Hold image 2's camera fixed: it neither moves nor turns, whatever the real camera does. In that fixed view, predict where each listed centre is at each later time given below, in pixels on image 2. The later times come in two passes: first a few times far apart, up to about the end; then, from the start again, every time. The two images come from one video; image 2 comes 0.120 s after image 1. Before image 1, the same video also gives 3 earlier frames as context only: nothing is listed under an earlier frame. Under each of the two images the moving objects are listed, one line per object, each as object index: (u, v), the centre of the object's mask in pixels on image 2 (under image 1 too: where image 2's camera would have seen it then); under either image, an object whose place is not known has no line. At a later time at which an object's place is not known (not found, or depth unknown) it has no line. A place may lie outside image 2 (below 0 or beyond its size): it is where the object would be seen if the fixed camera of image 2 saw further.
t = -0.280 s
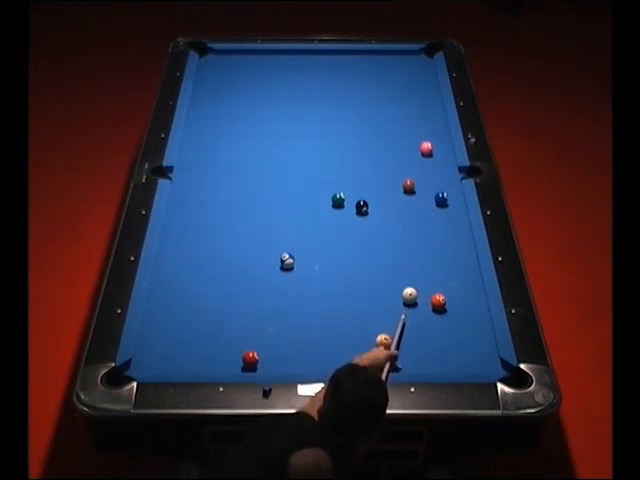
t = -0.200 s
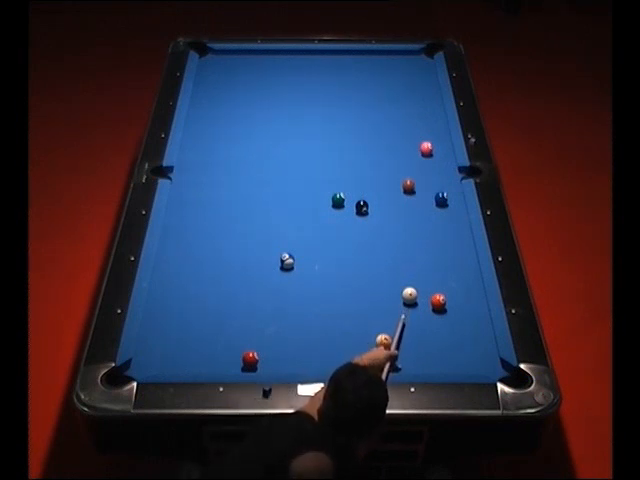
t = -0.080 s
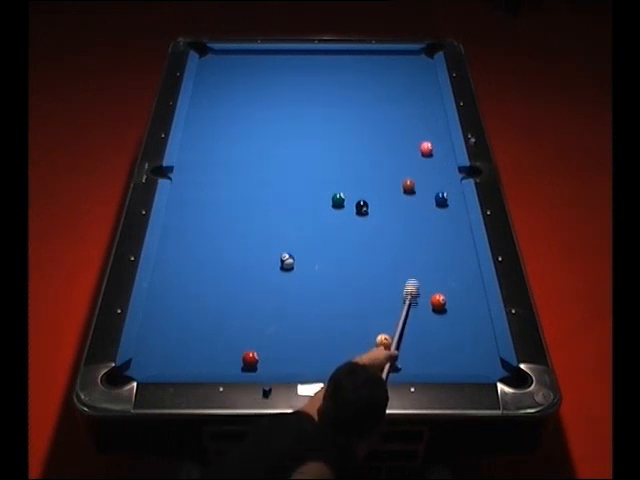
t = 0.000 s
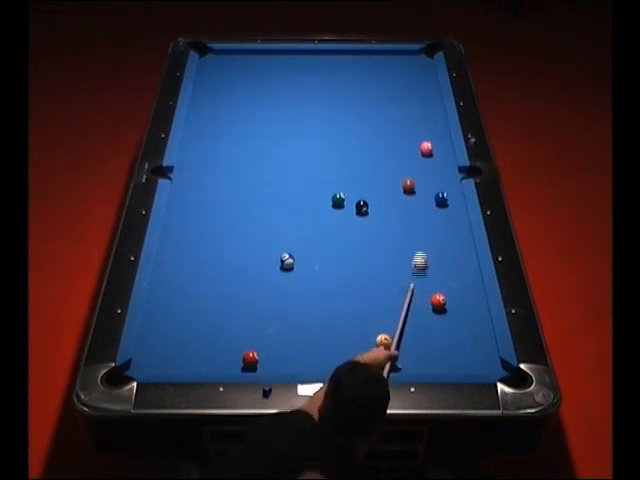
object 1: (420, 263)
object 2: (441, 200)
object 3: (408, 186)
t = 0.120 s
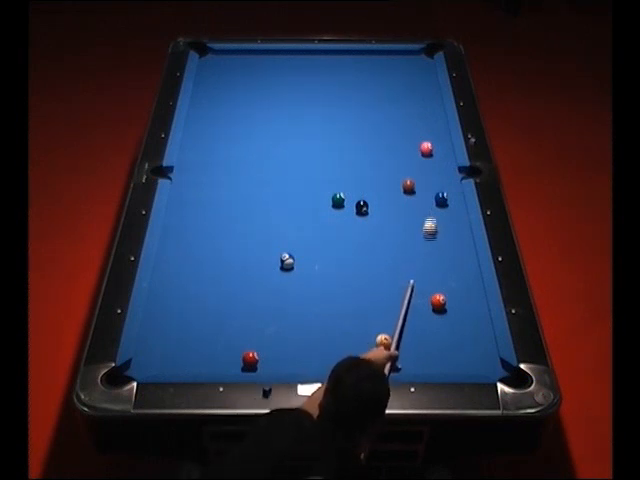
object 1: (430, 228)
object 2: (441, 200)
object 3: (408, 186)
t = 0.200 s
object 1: (435, 208)
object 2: (442, 198)
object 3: (408, 186)
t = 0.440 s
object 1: (427, 198)
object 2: (458, 175)
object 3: (408, 185)
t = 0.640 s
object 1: (420, 192)
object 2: (450, 175)
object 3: (408, 185)
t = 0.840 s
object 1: (416, 190)
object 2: (440, 169)
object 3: (405, 183)
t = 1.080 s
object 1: (415, 189)
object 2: (429, 163)
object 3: (402, 180)
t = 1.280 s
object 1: (414, 189)
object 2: (420, 159)
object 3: (400, 178)
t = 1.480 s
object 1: (414, 189)
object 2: (412, 154)
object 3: (398, 177)
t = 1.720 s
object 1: (414, 189)
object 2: (403, 149)
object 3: (395, 174)
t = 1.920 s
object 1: (414, 189)
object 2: (396, 146)
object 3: (393, 172)
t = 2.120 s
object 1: (414, 189)
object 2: (389, 142)
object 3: (392, 171)
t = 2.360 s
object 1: (414, 188)
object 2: (382, 139)
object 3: (392, 171)
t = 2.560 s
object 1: (412, 188)
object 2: (374, 136)
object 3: (389, 170)
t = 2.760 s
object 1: (413, 188)
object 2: (371, 134)
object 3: (390, 171)
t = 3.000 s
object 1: (413, 189)
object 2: (366, 131)
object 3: (391, 171)
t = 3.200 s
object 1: (413, 188)
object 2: (362, 128)
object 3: (391, 171)
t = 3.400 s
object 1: (414, 188)
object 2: (358, 127)
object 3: (391, 171)
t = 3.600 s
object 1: (414, 188)
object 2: (356, 126)
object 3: (391, 171)
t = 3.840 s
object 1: (414, 188)
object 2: (354, 125)
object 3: (391, 171)
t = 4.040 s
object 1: (414, 188)
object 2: (352, 123)
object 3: (391, 171)
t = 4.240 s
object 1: (414, 188)
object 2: (351, 123)
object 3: (392, 172)
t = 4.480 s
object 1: (414, 188)
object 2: (350, 123)
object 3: (391, 172)
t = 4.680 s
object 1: (414, 188)
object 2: (349, 123)
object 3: (392, 172)
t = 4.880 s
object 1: (414, 188)
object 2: (349, 123)
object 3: (392, 172)
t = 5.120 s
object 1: (414, 188)
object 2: (349, 122)
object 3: (392, 172)
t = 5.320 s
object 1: (414, 188)
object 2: (349, 123)
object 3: (392, 172)
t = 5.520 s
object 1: (414, 188)
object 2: (349, 123)
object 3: (392, 171)
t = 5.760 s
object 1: (414, 188)
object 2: (349, 123)
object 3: (392, 171)
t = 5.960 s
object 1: (414, 188)
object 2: (349, 123)
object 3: (392, 171)
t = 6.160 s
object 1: (414, 188)
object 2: (349, 122)
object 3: (392, 171)
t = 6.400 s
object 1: (414, 188)
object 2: (349, 122)
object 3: (392, 171)
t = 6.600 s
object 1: (414, 188)
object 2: (349, 122)
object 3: (392, 171)
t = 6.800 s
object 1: (414, 188)
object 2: (349, 122)
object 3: (392, 171)
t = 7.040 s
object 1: (414, 188)
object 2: (349, 122)
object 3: (392, 171)
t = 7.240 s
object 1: (414, 188)
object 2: (349, 122)
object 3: (392, 171)
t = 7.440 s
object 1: (414, 188)
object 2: (349, 122)
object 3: (392, 171)
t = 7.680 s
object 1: (414, 188)
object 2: (349, 122)
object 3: (392, 171)
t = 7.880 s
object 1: (414, 188)
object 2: (349, 122)
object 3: (392, 171)
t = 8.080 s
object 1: (414, 188)
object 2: (349, 122)
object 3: (392, 171)
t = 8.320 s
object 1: (414, 188)
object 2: (349, 122)
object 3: (392, 171)
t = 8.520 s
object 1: (414, 189)
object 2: (349, 122)
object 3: (392, 171)
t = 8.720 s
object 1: (416, 189)
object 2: (353, 122)
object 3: (394, 171)
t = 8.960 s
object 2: (351, 122)
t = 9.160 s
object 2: (350, 123)
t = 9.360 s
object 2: (350, 123)
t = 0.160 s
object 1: (433, 217)
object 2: (441, 199)
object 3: (408, 186)
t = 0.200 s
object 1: (435, 208)
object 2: (442, 198)
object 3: (408, 186)
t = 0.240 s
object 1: (435, 203)
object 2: (445, 194)
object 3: (408, 186)
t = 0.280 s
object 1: (433, 202)
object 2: (448, 188)
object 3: (408, 186)
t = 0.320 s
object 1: (432, 201)
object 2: (453, 181)
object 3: (408, 186)
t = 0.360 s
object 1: (430, 200)
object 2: (455, 176)
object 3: (408, 185)
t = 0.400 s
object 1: (428, 199)
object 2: (458, 172)
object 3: (408, 185)
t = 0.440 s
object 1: (427, 198)
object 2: (458, 175)
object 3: (408, 185)
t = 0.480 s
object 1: (425, 197)
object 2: (458, 179)
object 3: (408, 185)
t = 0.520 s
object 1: (424, 195)
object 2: (457, 179)
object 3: (408, 185)
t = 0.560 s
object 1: (422, 195)
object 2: (455, 178)
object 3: (408, 185)
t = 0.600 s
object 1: (421, 193)
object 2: (453, 177)
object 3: (408, 186)
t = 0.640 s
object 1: (420, 192)
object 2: (450, 175)
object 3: (408, 185)
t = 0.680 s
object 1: (418, 191)
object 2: (449, 174)
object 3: (407, 185)
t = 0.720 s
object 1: (417, 190)
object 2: (446, 173)
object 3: (407, 185)
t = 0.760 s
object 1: (416, 190)
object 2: (444, 172)
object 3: (406, 185)
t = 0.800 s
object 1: (416, 190)
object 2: (442, 170)
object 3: (406, 184)
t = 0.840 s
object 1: (416, 190)
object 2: (440, 169)
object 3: (405, 183)
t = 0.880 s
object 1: (416, 190)
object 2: (439, 169)
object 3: (405, 183)
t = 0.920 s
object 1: (415, 189)
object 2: (437, 168)
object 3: (404, 182)
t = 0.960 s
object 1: (415, 189)
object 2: (435, 166)
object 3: (404, 182)
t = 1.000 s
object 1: (415, 189)
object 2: (433, 166)
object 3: (403, 182)
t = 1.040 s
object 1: (415, 189)
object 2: (431, 165)
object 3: (403, 181)
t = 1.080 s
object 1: (415, 189)
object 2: (429, 163)
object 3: (402, 180)
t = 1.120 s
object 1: (414, 189)
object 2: (427, 162)
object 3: (402, 180)
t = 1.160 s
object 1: (414, 189)
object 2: (425, 161)
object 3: (401, 179)
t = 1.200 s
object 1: (414, 189)
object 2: (424, 161)
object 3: (401, 179)
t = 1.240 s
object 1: (414, 189)
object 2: (422, 160)
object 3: (400, 178)
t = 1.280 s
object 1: (414, 189)
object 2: (420, 159)
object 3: (400, 178)
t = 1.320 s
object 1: (414, 189)
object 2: (418, 158)
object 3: (399, 177)
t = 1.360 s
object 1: (414, 189)
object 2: (416, 156)
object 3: (399, 177)
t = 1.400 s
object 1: (414, 189)
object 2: (415, 156)
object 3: (398, 177)
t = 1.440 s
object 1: (414, 189)
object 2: (413, 155)
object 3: (398, 176)
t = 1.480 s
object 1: (414, 189)
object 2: (412, 154)
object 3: (398, 177)
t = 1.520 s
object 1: (414, 189)
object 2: (411, 153)
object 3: (397, 176)
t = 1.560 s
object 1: (414, 189)
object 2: (409, 152)
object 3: (397, 176)
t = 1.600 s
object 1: (414, 189)
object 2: (407, 152)
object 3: (396, 175)
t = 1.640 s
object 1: (414, 189)
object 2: (406, 151)
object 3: (396, 175)
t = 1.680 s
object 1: (414, 189)
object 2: (404, 150)
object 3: (396, 174)
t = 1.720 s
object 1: (414, 189)
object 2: (403, 149)
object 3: (395, 174)
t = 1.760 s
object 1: (414, 189)
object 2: (401, 149)
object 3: (395, 174)
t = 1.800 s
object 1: (414, 189)
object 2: (400, 148)
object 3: (394, 173)
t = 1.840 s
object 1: (414, 189)
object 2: (399, 147)
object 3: (394, 173)
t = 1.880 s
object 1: (414, 189)
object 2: (397, 147)
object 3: (394, 173)
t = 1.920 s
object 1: (414, 189)
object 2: (396, 146)
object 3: (393, 172)
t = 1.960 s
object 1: (414, 189)
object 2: (395, 145)
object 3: (393, 173)
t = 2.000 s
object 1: (414, 189)
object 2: (393, 144)
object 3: (393, 172)
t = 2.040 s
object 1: (414, 189)
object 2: (392, 143)
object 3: (393, 172)
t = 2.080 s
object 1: (414, 189)
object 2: (390, 142)
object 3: (393, 172)
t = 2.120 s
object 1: (414, 189)
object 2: (389, 142)
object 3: (392, 171)
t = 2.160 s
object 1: (414, 189)
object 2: (388, 141)
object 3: (392, 171)
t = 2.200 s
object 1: (414, 189)
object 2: (387, 141)
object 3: (392, 171)
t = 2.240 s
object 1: (414, 189)
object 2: (386, 140)
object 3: (392, 171)
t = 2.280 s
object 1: (414, 189)
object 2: (385, 140)
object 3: (392, 171)
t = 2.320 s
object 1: (414, 189)
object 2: (384, 139)
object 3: (392, 171)
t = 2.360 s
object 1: (414, 188)
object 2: (382, 139)
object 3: (392, 171)
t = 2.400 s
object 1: (413, 189)
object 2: (380, 138)
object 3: (391, 170)
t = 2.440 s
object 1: (412, 189)
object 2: (377, 138)
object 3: (389, 170)
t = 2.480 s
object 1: (411, 189)
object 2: (375, 137)
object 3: (388, 170)
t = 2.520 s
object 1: (412, 188)
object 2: (375, 136)
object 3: (389, 170)
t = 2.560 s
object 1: (412, 188)
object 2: (374, 136)
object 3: (389, 170)
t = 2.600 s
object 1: (412, 188)
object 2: (374, 136)
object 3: (389, 170)
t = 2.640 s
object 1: (413, 188)
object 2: (373, 135)
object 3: (390, 171)
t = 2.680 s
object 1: (413, 188)
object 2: (372, 135)
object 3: (390, 171)
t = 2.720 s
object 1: (413, 189)
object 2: (371, 134)
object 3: (390, 171)
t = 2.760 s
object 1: (413, 188)
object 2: (371, 134)
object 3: (390, 171)
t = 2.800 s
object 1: (413, 188)
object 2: (370, 133)
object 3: (390, 171)
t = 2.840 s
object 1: (413, 188)
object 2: (369, 133)
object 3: (390, 171)
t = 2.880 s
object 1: (413, 188)
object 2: (368, 132)
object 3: (390, 171)
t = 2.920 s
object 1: (413, 188)
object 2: (368, 132)
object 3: (390, 171)
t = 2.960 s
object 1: (413, 188)
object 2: (367, 131)
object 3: (391, 171)
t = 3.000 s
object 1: (413, 189)
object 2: (366, 131)
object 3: (391, 171)
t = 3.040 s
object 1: (414, 188)
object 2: (365, 130)
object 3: (391, 171)
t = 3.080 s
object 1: (414, 188)
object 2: (364, 130)
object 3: (391, 171)
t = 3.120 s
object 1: (413, 188)
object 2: (363, 129)
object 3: (391, 171)
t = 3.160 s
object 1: (413, 188)
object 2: (363, 129)
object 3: (391, 171)
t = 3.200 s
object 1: (413, 188)
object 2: (362, 128)
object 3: (391, 171)
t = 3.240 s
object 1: (413, 188)
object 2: (361, 128)
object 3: (391, 171)
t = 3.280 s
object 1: (414, 188)
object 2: (361, 127)
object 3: (391, 171)
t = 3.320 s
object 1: (414, 188)
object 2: (360, 127)
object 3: (391, 171)
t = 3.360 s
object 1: (414, 188)
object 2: (359, 127)
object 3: (391, 171)
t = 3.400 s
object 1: (414, 188)
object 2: (358, 127)
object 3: (391, 171)
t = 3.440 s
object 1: (414, 188)
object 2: (358, 127)
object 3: (391, 171)
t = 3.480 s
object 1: (414, 188)
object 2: (358, 127)
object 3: (391, 171)
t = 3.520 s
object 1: (414, 188)
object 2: (357, 126)
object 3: (391, 171)
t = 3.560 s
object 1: (414, 188)
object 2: (357, 126)
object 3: (391, 171)
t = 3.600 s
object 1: (414, 188)
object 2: (356, 126)
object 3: (391, 171)
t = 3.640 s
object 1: (414, 188)
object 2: (356, 126)
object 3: (391, 171)
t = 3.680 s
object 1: (414, 188)
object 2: (355, 126)
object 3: (391, 171)
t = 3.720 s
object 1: (414, 188)
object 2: (355, 125)
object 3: (391, 171)
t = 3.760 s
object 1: (414, 188)
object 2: (354, 125)
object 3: (391, 171)
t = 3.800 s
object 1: (414, 188)
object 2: (354, 125)
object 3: (391, 171)
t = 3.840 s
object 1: (414, 188)
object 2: (354, 125)
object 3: (391, 171)
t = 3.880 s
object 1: (414, 188)
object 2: (353, 125)
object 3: (391, 171)
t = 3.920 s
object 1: (414, 188)
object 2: (353, 124)
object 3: (391, 171)
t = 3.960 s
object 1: (414, 188)
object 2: (353, 124)
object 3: (391, 171)
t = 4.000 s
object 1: (414, 188)
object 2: (352, 124)
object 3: (391, 171)
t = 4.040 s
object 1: (414, 188)
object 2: (352, 123)
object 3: (391, 171)
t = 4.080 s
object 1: (414, 188)
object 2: (352, 123)
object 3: (391, 171)
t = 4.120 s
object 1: (414, 188)
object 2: (351, 123)
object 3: (391, 171)
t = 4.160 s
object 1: (414, 188)
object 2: (351, 123)
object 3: (392, 172)
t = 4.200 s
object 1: (414, 188)
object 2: (351, 123)
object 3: (392, 172)
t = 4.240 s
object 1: (414, 188)
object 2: (351, 123)
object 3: (392, 172)
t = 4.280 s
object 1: (414, 188)
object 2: (350, 123)
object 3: (392, 172)
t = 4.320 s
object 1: (414, 188)
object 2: (350, 123)
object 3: (392, 172)
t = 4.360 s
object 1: (414, 188)
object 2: (350, 123)
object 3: (392, 172)
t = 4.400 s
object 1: (414, 188)
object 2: (350, 123)
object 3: (392, 172)
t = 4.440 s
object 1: (414, 188)
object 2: (350, 123)
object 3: (391, 172)
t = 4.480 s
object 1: (414, 188)
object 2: (350, 123)
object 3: (391, 172)
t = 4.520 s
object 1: (414, 188)
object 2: (350, 123)
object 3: (391, 172)
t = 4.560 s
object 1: (414, 188)
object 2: (350, 123)
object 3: (391, 172)
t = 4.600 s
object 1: (414, 188)
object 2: (349, 123)
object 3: (392, 172)
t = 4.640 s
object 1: (414, 188)
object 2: (349, 122)
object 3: (392, 172)
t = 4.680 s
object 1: (414, 188)
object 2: (349, 123)
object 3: (392, 172)
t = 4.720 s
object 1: (414, 188)
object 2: (349, 123)
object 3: (392, 172)
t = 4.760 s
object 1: (414, 188)
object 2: (349, 123)
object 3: (392, 172)
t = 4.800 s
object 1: (414, 187)
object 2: (349, 123)
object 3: (392, 172)
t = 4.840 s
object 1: (414, 187)
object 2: (349, 123)
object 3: (392, 172)
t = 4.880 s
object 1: (414, 188)
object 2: (349, 123)
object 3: (392, 172)
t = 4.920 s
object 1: (414, 188)
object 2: (349, 123)
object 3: (392, 172)
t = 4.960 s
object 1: (414, 188)
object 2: (349, 123)
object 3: (392, 172)
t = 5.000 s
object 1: (414, 188)
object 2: (349, 123)
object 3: (392, 172)
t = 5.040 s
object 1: (414, 188)
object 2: (349, 122)
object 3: (392, 172)
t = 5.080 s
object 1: (414, 188)
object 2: (349, 123)
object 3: (392, 172)
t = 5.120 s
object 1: (414, 188)
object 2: (349, 122)
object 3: (392, 172)
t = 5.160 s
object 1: (414, 188)
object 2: (349, 122)
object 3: (392, 172)
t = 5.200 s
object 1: (414, 188)
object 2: (349, 122)
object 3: (392, 172)
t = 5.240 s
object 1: (414, 188)
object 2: (349, 122)
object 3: (392, 172)
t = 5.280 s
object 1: (414, 188)
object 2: (349, 122)
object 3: (392, 172)
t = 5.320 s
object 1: (414, 188)
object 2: (349, 123)
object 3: (392, 172)
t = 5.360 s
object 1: (414, 188)
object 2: (349, 123)
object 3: (392, 172)
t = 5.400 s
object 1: (414, 188)
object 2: (349, 123)
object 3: (392, 172)
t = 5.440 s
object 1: (414, 188)
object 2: (349, 123)
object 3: (392, 172)
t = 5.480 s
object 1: (414, 188)
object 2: (349, 123)
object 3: (392, 171)
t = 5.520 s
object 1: (414, 188)
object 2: (349, 123)
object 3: (392, 171)
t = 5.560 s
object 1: (414, 188)
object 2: (349, 123)
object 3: (392, 171)
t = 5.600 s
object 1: (414, 188)
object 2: (349, 123)
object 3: (392, 171)
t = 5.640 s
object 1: (414, 188)
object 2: (349, 123)
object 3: (392, 171)
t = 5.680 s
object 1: (414, 188)
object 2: (349, 123)
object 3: (392, 171)
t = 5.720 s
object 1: (414, 188)
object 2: (349, 123)
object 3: (392, 171)
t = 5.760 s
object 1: (414, 188)
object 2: (349, 123)
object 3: (392, 171)
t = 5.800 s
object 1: (414, 188)
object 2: (349, 123)
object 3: (392, 171)
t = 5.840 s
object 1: (414, 188)
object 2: (349, 123)
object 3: (392, 171)
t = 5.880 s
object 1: (414, 188)
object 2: (349, 123)
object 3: (392, 171)
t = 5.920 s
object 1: (414, 188)
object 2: (349, 123)
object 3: (392, 171)
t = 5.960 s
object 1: (414, 188)
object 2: (349, 123)
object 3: (392, 171)
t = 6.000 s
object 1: (414, 188)
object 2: (349, 123)
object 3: (392, 171)
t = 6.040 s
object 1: (414, 188)
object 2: (349, 123)
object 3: (392, 171)
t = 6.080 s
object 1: (414, 188)
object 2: (349, 123)
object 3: (392, 171)
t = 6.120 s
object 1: (414, 188)
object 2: (349, 122)
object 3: (392, 171)
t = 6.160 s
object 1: (414, 188)
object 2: (349, 122)
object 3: (392, 171)
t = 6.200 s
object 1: (414, 188)
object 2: (349, 123)
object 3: (392, 171)
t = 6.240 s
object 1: (414, 188)
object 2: (349, 123)
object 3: (392, 171)
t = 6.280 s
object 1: (414, 188)
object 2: (349, 123)
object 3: (392, 171)
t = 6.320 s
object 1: (414, 188)
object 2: (349, 122)
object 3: (392, 171)
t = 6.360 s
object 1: (414, 188)
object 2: (349, 122)
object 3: (392, 171)
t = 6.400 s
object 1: (414, 188)
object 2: (349, 122)
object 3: (392, 171)
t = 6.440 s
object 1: (414, 188)
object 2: (349, 122)
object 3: (392, 171)
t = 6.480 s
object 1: (414, 188)
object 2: (349, 122)
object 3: (392, 171)
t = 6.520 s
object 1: (414, 188)
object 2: (349, 122)
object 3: (392, 171)
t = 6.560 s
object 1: (414, 188)
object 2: (349, 123)
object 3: (392, 171)
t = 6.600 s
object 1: (414, 188)
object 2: (349, 122)
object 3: (392, 171)
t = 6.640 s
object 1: (414, 188)
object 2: (349, 122)
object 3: (392, 171)
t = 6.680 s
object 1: (414, 188)
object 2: (349, 122)
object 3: (392, 171)
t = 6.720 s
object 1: (414, 188)
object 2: (349, 122)
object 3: (392, 171)
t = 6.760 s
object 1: (414, 188)
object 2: (349, 122)
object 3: (392, 171)
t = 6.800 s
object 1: (414, 188)
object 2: (349, 122)
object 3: (392, 171)
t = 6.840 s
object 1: (414, 188)
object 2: (349, 122)
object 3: (392, 171)
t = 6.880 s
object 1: (414, 188)
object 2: (349, 122)
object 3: (392, 171)
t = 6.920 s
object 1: (414, 188)
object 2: (349, 122)
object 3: (392, 171)
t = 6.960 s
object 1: (414, 188)
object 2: (349, 123)
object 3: (392, 171)
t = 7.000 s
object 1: (414, 188)
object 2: (349, 123)
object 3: (392, 171)
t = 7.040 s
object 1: (414, 188)
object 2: (349, 122)
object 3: (392, 171)
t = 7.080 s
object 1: (414, 188)
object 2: (349, 122)
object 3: (392, 171)
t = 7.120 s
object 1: (414, 188)
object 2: (349, 122)
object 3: (392, 171)
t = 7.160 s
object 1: (414, 188)
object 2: (349, 122)
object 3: (392, 171)
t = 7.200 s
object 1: (414, 188)
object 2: (349, 122)
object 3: (392, 171)
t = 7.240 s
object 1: (414, 188)
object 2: (349, 122)
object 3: (392, 171)
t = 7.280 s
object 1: (414, 188)
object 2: (349, 122)
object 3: (392, 171)
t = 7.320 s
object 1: (414, 188)
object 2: (349, 122)
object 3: (392, 171)
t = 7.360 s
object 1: (414, 188)
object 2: (349, 122)
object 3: (392, 171)
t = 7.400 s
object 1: (414, 188)
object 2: (349, 122)
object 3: (392, 171)
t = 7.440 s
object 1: (414, 188)
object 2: (349, 122)
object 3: (392, 171)
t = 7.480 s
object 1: (414, 188)
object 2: (349, 122)
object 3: (392, 171)
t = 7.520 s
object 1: (414, 188)
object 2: (349, 122)
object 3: (392, 171)
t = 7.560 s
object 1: (414, 188)
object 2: (349, 122)
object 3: (392, 171)
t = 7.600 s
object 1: (414, 188)
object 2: (349, 122)
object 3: (392, 171)
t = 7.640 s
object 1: (414, 188)
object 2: (349, 122)
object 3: (392, 171)
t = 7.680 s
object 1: (414, 188)
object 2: (349, 122)
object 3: (392, 171)
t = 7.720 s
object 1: (414, 188)
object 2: (349, 122)
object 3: (392, 171)
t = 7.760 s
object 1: (414, 188)
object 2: (349, 122)
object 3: (392, 171)
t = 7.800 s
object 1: (414, 188)
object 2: (349, 122)
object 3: (392, 171)
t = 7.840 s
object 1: (414, 188)
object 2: (349, 122)
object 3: (392, 171)
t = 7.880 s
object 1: (414, 188)
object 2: (349, 122)
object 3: (392, 171)
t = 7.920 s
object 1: (414, 188)
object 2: (349, 122)
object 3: (392, 171)
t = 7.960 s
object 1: (414, 188)
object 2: (349, 122)
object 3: (392, 171)
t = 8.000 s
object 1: (414, 188)
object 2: (349, 122)
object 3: (392, 171)
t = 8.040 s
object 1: (414, 188)
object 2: (349, 122)
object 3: (392, 171)
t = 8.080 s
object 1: (414, 188)
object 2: (349, 122)
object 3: (392, 171)
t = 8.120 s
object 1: (414, 188)
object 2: (349, 122)
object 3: (392, 171)
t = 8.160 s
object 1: (414, 188)
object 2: (349, 122)
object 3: (392, 171)
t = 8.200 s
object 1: (414, 188)
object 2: (349, 122)
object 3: (392, 171)
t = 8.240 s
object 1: (414, 188)
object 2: (349, 122)
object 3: (392, 171)
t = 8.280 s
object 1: (414, 188)
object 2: (349, 122)
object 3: (392, 171)
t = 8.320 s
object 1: (414, 188)
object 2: (349, 122)
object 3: (392, 171)
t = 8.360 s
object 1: (414, 188)
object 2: (349, 122)
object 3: (392, 171)
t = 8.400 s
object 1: (414, 189)
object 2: (349, 122)
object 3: (392, 171)
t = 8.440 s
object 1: (414, 189)
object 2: (349, 122)
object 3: (392, 171)
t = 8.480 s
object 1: (414, 189)
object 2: (349, 122)
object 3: (392, 171)
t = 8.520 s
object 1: (414, 189)
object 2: (349, 122)
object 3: (392, 171)
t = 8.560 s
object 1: (414, 189)
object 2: (349, 122)
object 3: (392, 171)
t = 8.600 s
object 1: (414, 188)
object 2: (349, 123)
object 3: (392, 171)
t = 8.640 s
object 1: (415, 189)
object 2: (350, 123)
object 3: (392, 171)
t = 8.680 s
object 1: (416, 189)
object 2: (351, 123)
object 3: (393, 171)
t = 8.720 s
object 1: (416, 189)
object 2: (353, 122)
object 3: (394, 171)
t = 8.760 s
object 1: (416, 189)
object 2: (352, 122)
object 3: (394, 171)
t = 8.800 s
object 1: (416, 189)
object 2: (352, 123)
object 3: (394, 171)
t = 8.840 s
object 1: (416, 188)
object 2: (352, 123)
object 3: (393, 171)
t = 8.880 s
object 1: (415, 188)
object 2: (351, 123)
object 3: (393, 171)
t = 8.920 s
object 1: (414, 188)
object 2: (351, 122)
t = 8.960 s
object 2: (351, 122)
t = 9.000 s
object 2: (351, 122)
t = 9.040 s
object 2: (351, 122)
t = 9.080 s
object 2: (351, 122)
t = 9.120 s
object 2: (351, 122)
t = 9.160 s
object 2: (350, 123)
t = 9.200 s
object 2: (350, 123)
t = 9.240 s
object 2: (350, 123)
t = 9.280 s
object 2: (350, 122)
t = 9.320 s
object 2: (350, 122)
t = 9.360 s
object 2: (350, 123)
